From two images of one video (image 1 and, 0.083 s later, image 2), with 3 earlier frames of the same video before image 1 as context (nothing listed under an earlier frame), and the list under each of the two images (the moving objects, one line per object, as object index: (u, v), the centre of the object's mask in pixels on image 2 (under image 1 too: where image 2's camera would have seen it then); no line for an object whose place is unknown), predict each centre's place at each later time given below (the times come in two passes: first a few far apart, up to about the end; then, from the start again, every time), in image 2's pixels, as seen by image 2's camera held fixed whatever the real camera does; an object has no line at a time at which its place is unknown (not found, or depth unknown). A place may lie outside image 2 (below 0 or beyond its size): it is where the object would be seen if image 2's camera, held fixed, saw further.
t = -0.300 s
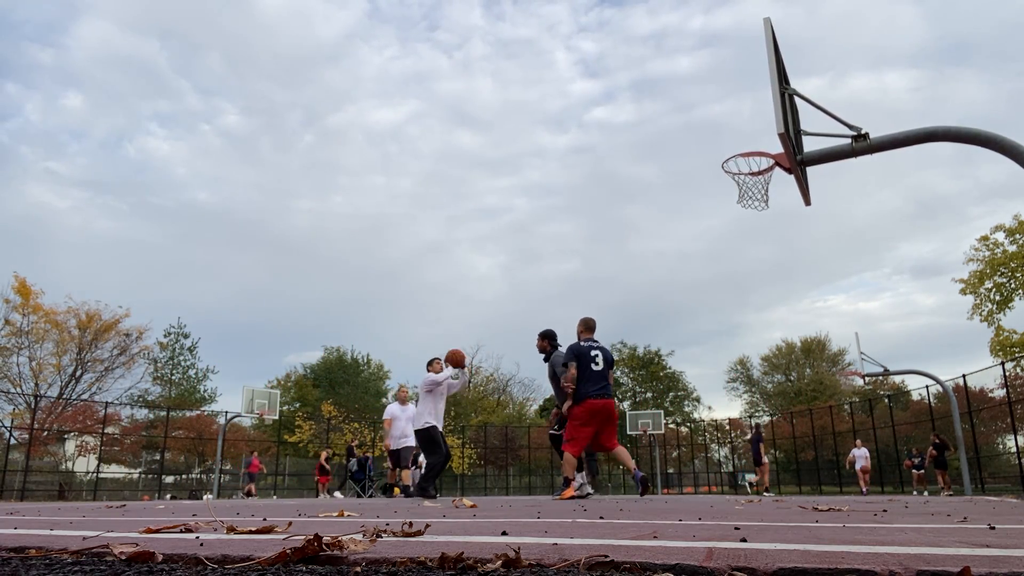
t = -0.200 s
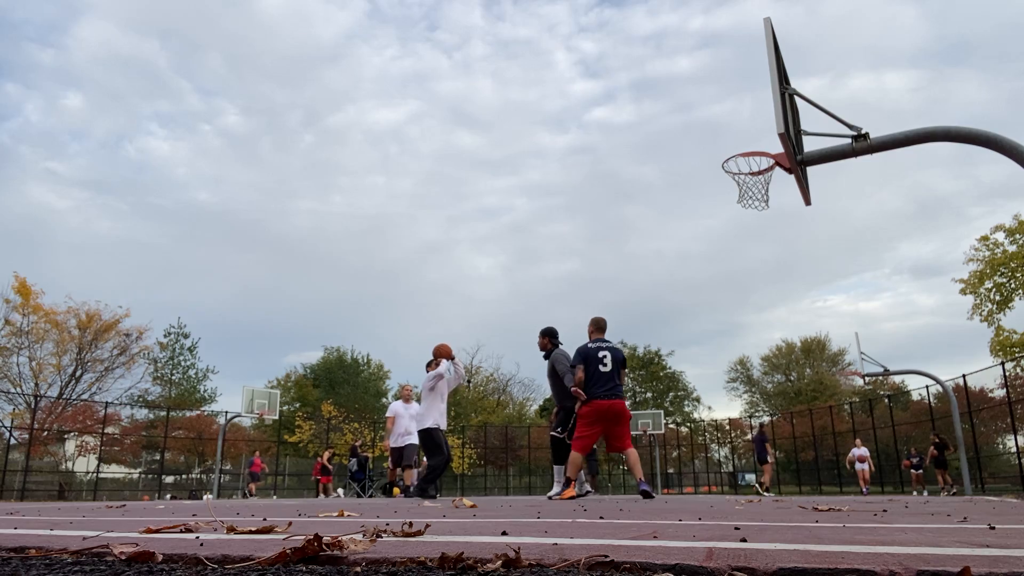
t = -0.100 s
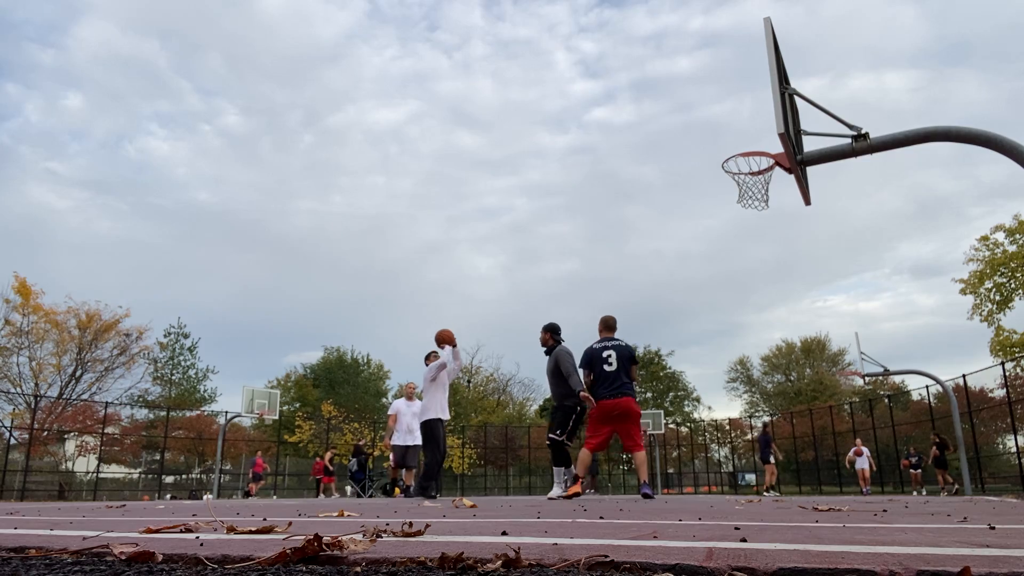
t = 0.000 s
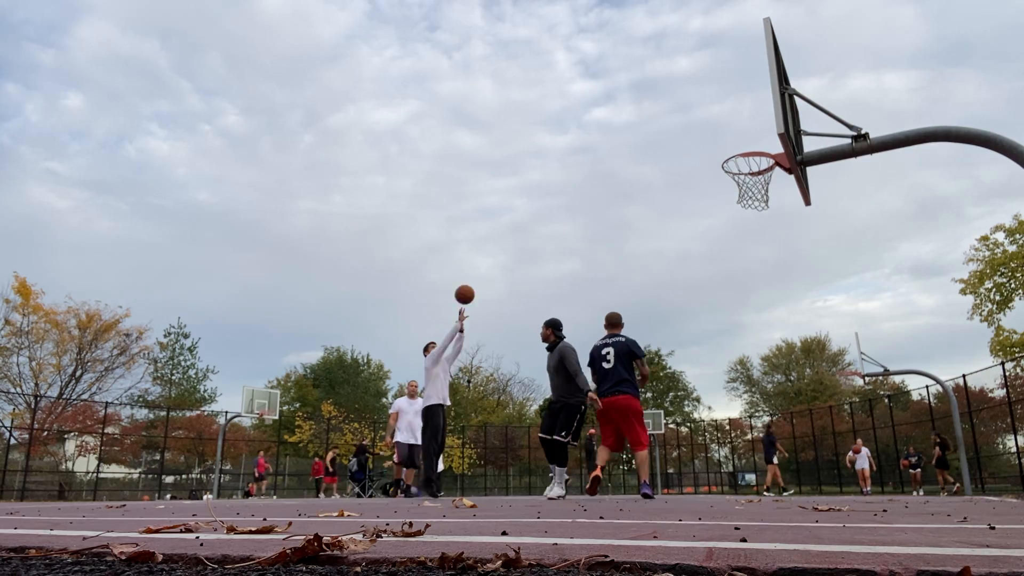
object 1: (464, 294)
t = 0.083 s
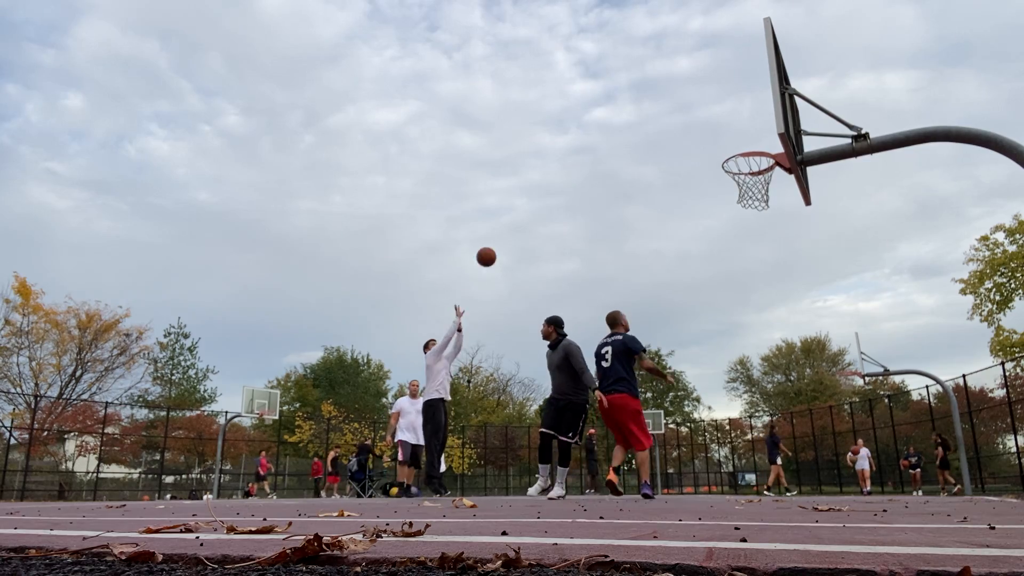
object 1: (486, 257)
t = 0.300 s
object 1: (544, 181)
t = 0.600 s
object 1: (634, 131)
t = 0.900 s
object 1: (743, 152)
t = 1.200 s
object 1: (735, 203)
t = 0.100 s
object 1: (491, 250)
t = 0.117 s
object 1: (495, 243)
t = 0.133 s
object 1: (499, 237)
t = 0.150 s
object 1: (504, 230)
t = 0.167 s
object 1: (508, 224)
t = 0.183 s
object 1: (513, 218)
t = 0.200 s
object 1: (517, 212)
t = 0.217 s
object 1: (522, 207)
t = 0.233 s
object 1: (526, 201)
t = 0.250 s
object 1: (531, 196)
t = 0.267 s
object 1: (535, 191)
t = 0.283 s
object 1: (540, 186)
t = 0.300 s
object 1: (544, 181)
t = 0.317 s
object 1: (549, 177)
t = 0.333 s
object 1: (554, 173)
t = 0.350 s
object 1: (558, 169)
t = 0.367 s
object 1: (563, 165)
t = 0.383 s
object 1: (568, 161)
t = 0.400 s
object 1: (573, 157)
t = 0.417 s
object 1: (578, 154)
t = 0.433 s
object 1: (582, 151)
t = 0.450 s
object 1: (587, 148)
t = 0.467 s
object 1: (592, 145)
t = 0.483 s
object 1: (597, 143)
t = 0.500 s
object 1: (602, 141)
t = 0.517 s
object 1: (608, 138)
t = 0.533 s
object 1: (613, 137)
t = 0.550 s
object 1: (618, 135)
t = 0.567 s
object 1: (623, 133)
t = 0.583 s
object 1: (629, 132)
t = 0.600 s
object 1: (634, 131)
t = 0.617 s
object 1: (640, 130)
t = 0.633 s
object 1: (645, 130)
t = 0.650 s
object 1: (651, 129)
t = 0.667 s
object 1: (656, 129)
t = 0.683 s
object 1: (662, 129)
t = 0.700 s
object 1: (668, 129)
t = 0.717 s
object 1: (674, 130)
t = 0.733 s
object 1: (680, 131)
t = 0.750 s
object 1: (686, 132)
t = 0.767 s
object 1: (692, 133)
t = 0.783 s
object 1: (698, 135)
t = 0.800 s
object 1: (704, 136)
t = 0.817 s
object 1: (711, 138)
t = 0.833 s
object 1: (717, 141)
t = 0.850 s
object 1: (724, 143)
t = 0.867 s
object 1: (730, 146)
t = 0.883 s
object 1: (737, 149)
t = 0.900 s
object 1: (743, 152)
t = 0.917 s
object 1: (750, 157)
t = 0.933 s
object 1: (758, 165)
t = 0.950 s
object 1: (759, 166)
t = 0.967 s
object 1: (757, 165)
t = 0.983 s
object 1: (755, 165)
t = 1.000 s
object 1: (752, 165)
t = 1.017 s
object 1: (750, 166)
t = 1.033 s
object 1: (747, 168)
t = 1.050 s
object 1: (745, 172)
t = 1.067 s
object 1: (743, 176)
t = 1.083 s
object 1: (741, 180)
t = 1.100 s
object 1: (739, 184)
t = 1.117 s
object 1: (738, 187)
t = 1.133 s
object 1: (736, 191)
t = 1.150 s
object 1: (735, 193)
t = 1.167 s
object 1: (735, 196)
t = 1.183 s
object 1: (735, 199)
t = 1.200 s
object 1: (735, 203)
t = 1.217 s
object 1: (734, 207)
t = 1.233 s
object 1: (734, 210)
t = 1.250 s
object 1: (734, 215)
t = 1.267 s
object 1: (734, 219)
